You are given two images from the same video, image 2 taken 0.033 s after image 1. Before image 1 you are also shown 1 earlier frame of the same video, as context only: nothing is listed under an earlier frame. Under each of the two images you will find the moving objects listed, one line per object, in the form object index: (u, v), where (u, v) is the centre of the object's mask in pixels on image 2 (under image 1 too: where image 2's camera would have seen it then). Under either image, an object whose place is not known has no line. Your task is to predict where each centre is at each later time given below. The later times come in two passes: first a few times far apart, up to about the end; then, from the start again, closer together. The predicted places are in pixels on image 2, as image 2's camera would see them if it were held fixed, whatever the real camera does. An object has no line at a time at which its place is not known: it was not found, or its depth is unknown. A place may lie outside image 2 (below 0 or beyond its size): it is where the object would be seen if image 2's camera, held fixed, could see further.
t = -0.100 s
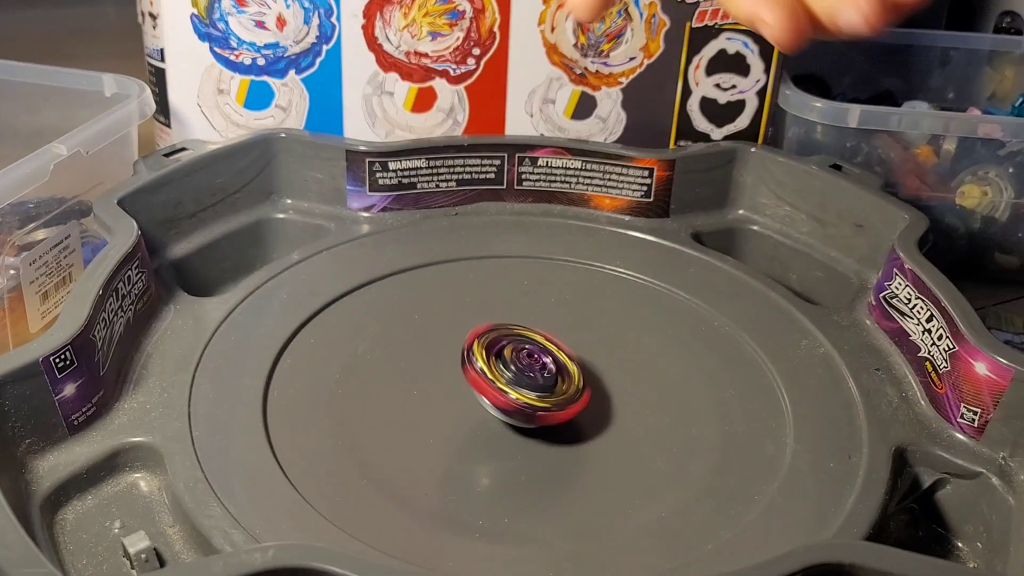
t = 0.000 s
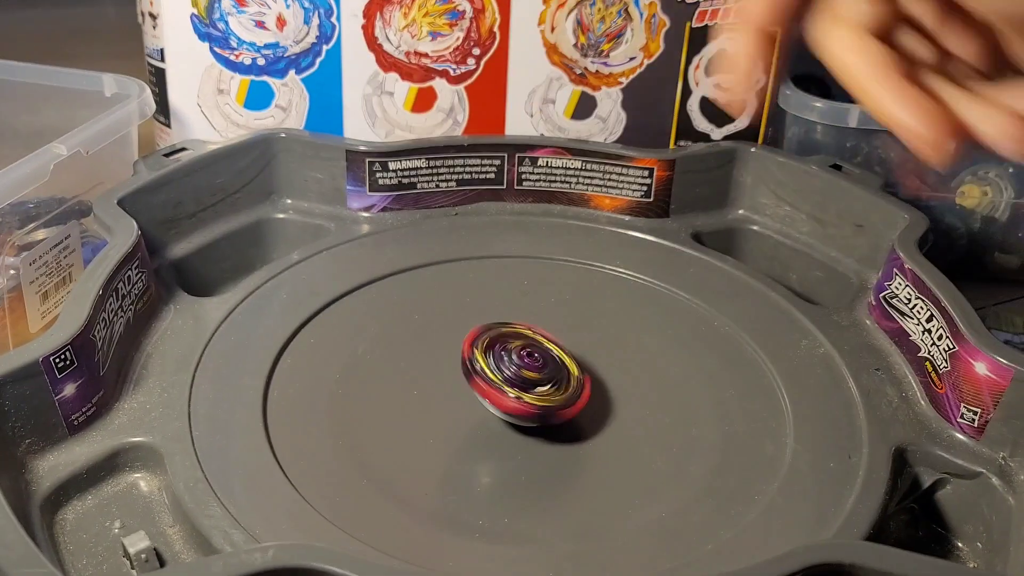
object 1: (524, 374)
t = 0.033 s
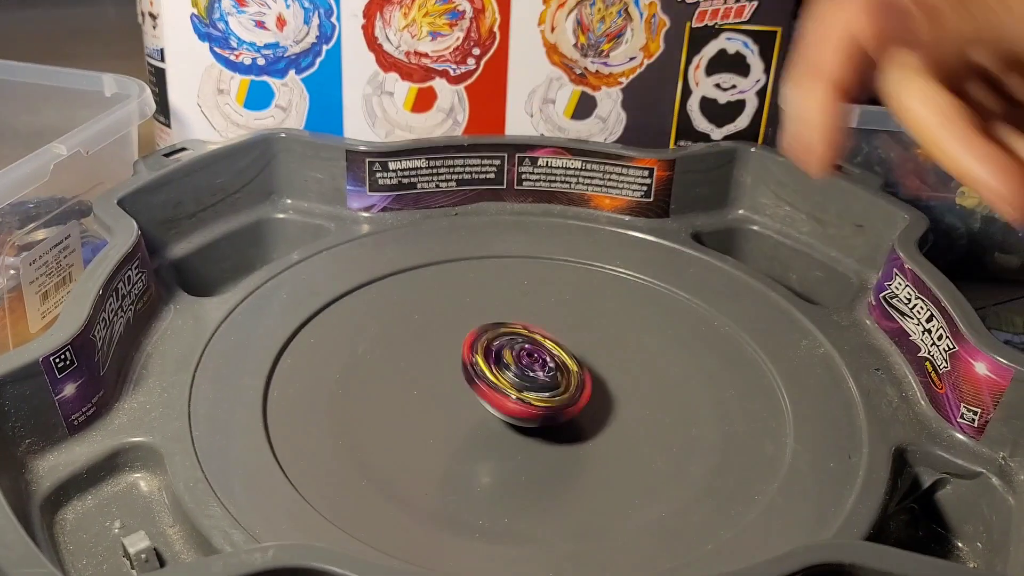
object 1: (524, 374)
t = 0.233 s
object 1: (523, 376)
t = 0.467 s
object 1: (519, 378)
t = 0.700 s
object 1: (526, 377)
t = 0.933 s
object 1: (531, 376)
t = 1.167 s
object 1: (527, 377)
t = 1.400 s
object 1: (529, 376)
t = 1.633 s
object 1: (534, 378)
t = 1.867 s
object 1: (533, 378)
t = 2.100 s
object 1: (532, 378)
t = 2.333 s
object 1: (535, 382)
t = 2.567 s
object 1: (537, 382)
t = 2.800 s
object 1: (535, 384)
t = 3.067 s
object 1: (535, 387)
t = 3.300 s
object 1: (536, 387)
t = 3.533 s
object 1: (534, 390)
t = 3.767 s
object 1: (534, 391)
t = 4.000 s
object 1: (534, 391)
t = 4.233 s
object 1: (530, 392)
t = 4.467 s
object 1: (529, 392)
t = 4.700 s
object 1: (527, 392)
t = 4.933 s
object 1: (526, 392)
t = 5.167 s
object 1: (526, 392)
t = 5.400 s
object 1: (524, 390)
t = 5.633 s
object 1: (523, 389)
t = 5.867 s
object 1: (523, 388)
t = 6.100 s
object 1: (523, 386)
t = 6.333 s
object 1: (524, 386)
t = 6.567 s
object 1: (524, 385)
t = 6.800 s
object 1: (525, 384)
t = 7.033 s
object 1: (523, 384)
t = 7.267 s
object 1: (523, 385)
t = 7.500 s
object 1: (525, 384)
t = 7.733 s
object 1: (526, 384)
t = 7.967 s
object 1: (523, 384)
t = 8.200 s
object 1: (519, 382)
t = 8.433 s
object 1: (517, 382)
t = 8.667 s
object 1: (519, 383)
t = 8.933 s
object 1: (519, 384)
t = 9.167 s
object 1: (519, 382)
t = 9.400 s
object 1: (518, 382)
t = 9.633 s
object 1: (518, 383)
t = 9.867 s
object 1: (519, 383)
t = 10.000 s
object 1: (520, 383)
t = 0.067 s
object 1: (523, 374)
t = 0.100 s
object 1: (523, 374)
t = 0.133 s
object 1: (523, 374)
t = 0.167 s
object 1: (523, 375)
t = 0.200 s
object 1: (523, 376)
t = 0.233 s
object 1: (523, 376)
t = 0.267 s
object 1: (521, 376)
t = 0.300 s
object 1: (521, 377)
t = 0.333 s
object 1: (519, 378)
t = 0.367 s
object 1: (519, 378)
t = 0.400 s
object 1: (519, 378)
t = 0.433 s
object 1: (519, 378)
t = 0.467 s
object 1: (519, 378)
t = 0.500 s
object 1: (520, 378)
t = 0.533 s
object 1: (521, 378)
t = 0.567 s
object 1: (522, 378)
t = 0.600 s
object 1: (523, 378)
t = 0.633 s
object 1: (524, 378)
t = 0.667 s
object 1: (524, 378)
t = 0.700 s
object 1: (526, 377)
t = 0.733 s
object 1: (527, 376)
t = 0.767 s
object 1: (528, 376)
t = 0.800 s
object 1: (529, 376)
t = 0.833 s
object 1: (530, 377)
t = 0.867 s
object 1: (531, 376)
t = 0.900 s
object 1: (531, 375)
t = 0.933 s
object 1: (531, 376)
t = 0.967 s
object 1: (531, 376)
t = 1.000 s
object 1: (531, 376)
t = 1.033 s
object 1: (530, 376)
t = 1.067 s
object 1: (528, 376)
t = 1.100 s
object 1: (528, 377)
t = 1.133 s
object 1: (528, 377)
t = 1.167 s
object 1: (527, 377)
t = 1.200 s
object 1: (527, 376)
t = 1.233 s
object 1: (527, 377)
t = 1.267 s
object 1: (527, 377)
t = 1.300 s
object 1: (527, 377)
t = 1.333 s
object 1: (527, 377)
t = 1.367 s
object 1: (529, 377)
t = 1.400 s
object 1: (529, 376)
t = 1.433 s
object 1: (530, 378)
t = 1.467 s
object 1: (531, 378)
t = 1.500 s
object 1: (531, 378)
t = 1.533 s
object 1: (533, 378)
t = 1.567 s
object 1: (534, 377)
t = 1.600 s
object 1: (534, 377)
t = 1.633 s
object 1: (534, 378)
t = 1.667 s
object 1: (534, 378)
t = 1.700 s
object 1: (534, 378)
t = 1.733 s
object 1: (534, 378)
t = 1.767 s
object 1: (534, 378)
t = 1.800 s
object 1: (533, 378)
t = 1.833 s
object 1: (533, 378)
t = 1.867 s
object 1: (533, 378)
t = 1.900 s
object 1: (532, 378)
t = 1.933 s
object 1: (532, 378)
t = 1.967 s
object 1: (531, 377)
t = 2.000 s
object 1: (531, 378)
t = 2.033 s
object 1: (532, 378)
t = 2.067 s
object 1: (532, 378)
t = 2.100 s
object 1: (532, 378)
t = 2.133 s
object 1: (532, 378)
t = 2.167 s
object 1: (533, 379)
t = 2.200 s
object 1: (533, 380)
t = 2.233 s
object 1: (535, 380)
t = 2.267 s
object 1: (535, 380)
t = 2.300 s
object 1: (535, 381)
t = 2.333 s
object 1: (535, 382)
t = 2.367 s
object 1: (536, 382)
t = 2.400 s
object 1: (537, 382)
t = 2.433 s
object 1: (537, 382)
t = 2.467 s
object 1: (537, 383)
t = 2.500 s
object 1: (536, 382)
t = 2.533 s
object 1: (536, 382)
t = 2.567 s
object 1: (537, 382)
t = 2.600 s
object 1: (536, 382)
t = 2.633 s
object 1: (535, 382)
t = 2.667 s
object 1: (535, 381)
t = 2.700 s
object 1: (535, 382)
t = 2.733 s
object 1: (535, 382)
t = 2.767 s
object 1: (536, 383)
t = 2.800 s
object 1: (535, 384)
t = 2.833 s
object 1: (535, 385)
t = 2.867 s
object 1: (536, 385)
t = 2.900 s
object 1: (535, 385)
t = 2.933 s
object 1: (536, 386)
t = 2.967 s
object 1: (536, 386)
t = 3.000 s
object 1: (535, 387)
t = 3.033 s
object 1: (535, 387)
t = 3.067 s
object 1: (535, 387)
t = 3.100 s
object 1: (536, 387)
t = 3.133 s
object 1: (536, 387)
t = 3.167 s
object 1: (536, 387)
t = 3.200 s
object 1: (536, 387)
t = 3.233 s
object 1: (536, 387)
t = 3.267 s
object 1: (536, 387)
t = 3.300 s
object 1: (536, 387)
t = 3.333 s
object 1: (536, 388)
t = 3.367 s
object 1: (535, 388)
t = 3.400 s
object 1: (535, 389)
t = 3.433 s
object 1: (535, 389)
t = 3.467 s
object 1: (535, 389)
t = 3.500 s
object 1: (535, 390)
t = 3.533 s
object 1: (534, 390)
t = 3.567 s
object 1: (534, 390)
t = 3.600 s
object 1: (534, 390)
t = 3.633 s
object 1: (534, 390)
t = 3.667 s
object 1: (534, 390)
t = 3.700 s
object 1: (534, 390)
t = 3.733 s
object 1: (535, 390)
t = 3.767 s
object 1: (534, 391)
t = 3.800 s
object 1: (534, 390)
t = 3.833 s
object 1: (534, 390)
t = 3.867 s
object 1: (534, 391)
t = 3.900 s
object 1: (535, 391)
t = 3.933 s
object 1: (534, 391)
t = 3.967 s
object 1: (534, 391)
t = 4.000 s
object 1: (534, 391)
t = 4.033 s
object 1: (533, 391)
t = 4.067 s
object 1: (533, 391)
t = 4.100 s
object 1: (533, 392)
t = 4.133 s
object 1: (532, 392)
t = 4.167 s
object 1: (531, 392)
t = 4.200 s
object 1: (532, 391)
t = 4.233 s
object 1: (530, 392)
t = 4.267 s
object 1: (531, 392)
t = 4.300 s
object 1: (530, 392)
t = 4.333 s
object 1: (529, 392)
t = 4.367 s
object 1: (529, 392)
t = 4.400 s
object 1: (529, 392)
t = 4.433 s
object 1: (528, 392)
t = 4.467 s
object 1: (529, 392)
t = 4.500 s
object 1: (528, 392)
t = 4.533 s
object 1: (528, 393)
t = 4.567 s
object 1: (528, 393)
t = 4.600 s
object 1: (527, 392)
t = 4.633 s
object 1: (528, 392)
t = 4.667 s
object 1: (528, 392)
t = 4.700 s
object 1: (527, 392)
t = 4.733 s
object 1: (527, 393)
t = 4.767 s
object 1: (526, 392)
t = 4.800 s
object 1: (526, 392)
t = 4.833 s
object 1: (526, 392)
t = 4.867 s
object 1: (526, 392)
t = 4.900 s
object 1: (527, 392)
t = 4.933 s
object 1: (526, 392)
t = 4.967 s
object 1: (527, 392)
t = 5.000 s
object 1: (526, 392)
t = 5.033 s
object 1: (527, 392)
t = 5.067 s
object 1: (527, 392)
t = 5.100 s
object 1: (527, 392)
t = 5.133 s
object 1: (527, 392)
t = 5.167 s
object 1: (526, 392)
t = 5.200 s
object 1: (527, 392)
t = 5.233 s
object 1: (526, 391)
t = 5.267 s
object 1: (526, 391)
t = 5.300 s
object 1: (526, 391)
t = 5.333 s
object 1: (525, 390)
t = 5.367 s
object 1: (525, 391)
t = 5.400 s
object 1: (524, 390)
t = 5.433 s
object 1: (525, 390)
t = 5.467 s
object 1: (524, 390)
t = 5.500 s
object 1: (524, 390)
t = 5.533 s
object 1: (523, 390)
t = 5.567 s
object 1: (523, 389)
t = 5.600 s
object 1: (523, 389)
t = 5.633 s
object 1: (523, 389)
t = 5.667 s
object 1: (523, 389)
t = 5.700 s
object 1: (523, 389)
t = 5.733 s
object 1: (522, 388)
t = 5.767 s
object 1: (522, 388)
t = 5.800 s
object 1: (523, 388)
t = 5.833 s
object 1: (523, 388)
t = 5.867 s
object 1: (523, 388)
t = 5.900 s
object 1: (523, 388)
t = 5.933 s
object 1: (524, 388)
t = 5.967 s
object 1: (522, 387)
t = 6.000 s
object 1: (523, 387)
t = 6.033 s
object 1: (522, 387)
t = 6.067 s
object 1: (524, 387)
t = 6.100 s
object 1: (523, 386)
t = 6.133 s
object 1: (524, 386)
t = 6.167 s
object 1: (523, 386)
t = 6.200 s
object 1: (524, 386)
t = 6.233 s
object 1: (523, 385)
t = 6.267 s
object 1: (523, 386)
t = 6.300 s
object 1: (523, 385)
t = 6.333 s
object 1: (524, 386)
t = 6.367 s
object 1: (524, 385)
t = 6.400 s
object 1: (524, 386)
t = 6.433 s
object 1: (524, 385)
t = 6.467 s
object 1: (524, 385)
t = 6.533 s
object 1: (524, 385)
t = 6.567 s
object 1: (524, 385)
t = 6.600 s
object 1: (523, 383)
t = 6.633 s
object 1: (525, 384)
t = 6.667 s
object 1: (524, 383)
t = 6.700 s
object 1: (525, 385)
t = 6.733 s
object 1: (525, 384)
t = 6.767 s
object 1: (525, 385)
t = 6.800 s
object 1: (525, 384)
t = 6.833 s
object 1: (524, 385)
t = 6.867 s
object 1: (524, 384)
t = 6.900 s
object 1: (524, 385)
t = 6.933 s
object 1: (524, 385)
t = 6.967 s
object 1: (523, 385)
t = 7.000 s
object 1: (524, 385)
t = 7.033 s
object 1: (523, 384)
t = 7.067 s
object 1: (523, 385)
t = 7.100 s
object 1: (522, 385)
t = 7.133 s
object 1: (523, 385)
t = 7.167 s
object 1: (522, 385)
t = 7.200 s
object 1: (522, 385)
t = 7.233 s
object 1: (522, 385)
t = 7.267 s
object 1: (523, 385)
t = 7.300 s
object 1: (523, 385)
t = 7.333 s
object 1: (523, 385)
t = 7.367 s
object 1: (523, 385)
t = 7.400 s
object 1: (524, 385)
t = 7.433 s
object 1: (524, 385)
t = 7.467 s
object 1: (525, 384)
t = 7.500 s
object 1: (525, 384)
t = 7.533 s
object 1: (525, 384)
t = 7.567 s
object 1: (525, 384)
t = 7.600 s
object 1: (526, 385)
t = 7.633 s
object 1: (526, 385)
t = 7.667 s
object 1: (526, 384)
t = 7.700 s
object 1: (526, 385)
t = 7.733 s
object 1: (526, 384)
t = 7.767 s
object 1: (526, 385)
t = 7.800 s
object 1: (526, 384)
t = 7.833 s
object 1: (525, 384)
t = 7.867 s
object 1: (524, 384)
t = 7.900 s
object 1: (524, 384)
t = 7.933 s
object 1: (523, 384)
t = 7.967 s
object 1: (523, 384)
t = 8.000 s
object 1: (522, 384)
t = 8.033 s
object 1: (521, 384)
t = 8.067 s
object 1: (520, 383)
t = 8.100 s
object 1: (519, 383)
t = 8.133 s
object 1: (519, 383)
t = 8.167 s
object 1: (519, 382)
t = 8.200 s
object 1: (519, 382)
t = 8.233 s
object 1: (518, 382)
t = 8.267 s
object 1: (518, 382)
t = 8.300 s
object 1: (517, 382)
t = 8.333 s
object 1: (517, 382)
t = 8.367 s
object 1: (517, 381)
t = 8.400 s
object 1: (516, 382)
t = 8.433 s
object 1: (517, 382)
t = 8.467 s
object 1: (517, 382)
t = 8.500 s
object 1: (517, 382)
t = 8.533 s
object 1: (518, 382)
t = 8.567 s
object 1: (518, 382)
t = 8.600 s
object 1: (518, 382)
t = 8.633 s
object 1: (519, 383)
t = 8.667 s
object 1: (519, 383)
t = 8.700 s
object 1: (519, 383)
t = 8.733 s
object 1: (519, 383)
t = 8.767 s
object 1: (519, 384)
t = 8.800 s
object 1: (519, 384)
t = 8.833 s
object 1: (519, 384)
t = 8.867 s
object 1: (519, 384)
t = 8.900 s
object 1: (519, 384)
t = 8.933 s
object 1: (519, 384)
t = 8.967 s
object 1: (519, 384)
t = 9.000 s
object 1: (519, 383)
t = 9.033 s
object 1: (519, 383)
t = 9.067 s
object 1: (519, 383)
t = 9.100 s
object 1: (519, 383)
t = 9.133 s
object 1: (519, 382)
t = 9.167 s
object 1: (519, 382)
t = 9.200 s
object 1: (518, 382)
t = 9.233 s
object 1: (519, 382)
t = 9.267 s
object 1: (518, 382)
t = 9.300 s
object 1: (518, 382)
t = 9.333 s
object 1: (518, 382)
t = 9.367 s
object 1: (519, 382)
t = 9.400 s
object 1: (518, 382)
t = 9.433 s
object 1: (518, 382)
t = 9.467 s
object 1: (519, 382)
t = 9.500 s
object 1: (519, 383)
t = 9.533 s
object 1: (518, 383)
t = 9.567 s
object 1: (518, 383)
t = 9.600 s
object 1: (519, 383)
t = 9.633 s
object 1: (518, 383)
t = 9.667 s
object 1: (518, 383)
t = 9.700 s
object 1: (519, 383)
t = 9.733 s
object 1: (519, 383)
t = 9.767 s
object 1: (518, 383)
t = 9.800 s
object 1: (519, 383)
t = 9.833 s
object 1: (519, 383)
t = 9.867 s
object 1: (519, 383)
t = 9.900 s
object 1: (519, 383)
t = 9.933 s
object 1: (519, 383)
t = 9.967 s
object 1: (520, 383)
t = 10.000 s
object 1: (520, 383)
